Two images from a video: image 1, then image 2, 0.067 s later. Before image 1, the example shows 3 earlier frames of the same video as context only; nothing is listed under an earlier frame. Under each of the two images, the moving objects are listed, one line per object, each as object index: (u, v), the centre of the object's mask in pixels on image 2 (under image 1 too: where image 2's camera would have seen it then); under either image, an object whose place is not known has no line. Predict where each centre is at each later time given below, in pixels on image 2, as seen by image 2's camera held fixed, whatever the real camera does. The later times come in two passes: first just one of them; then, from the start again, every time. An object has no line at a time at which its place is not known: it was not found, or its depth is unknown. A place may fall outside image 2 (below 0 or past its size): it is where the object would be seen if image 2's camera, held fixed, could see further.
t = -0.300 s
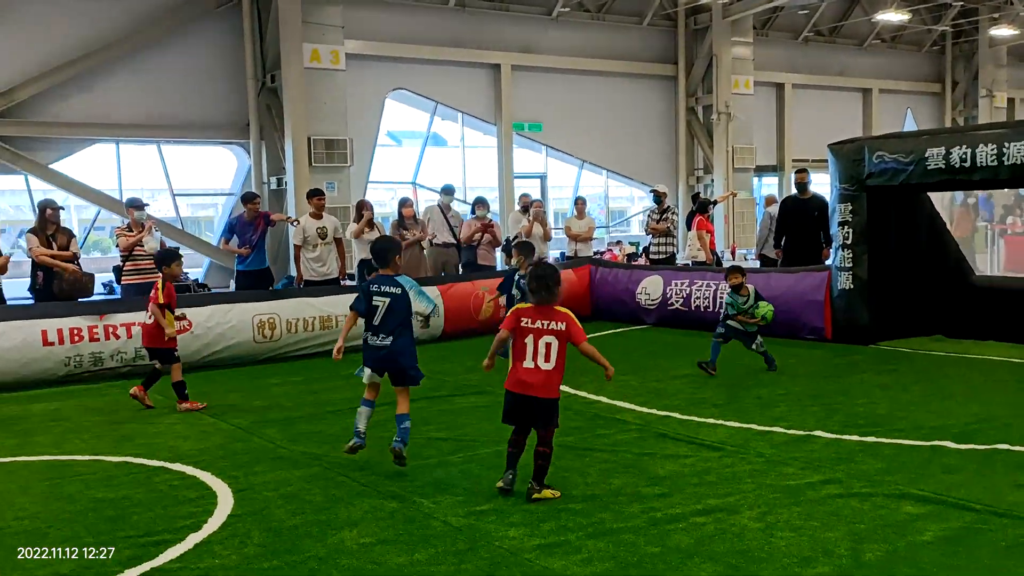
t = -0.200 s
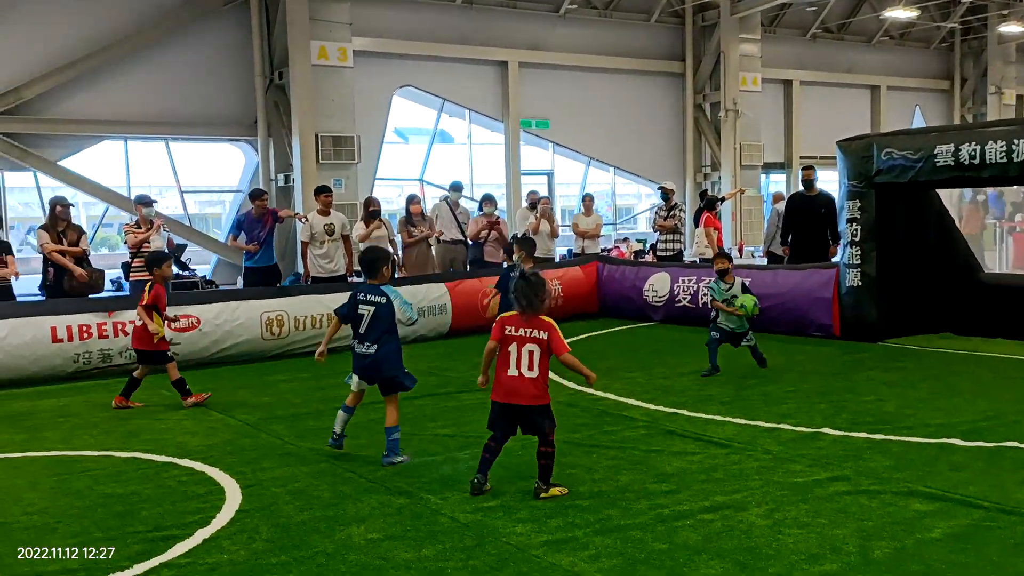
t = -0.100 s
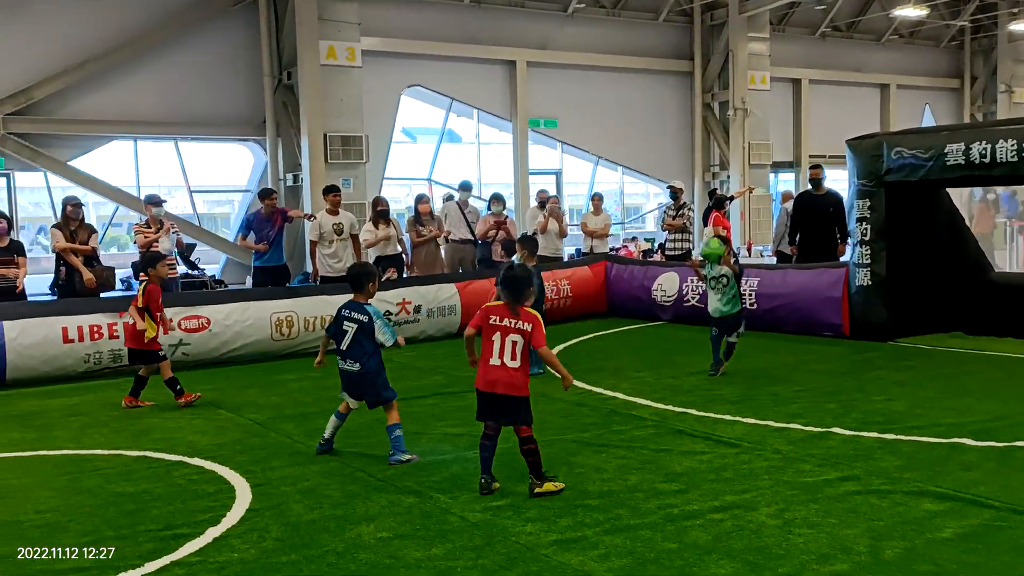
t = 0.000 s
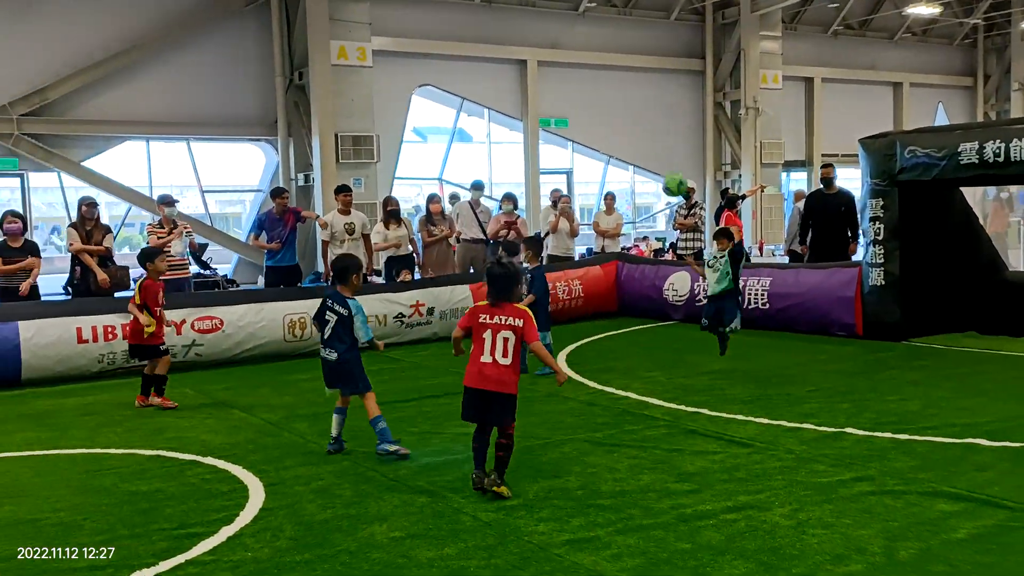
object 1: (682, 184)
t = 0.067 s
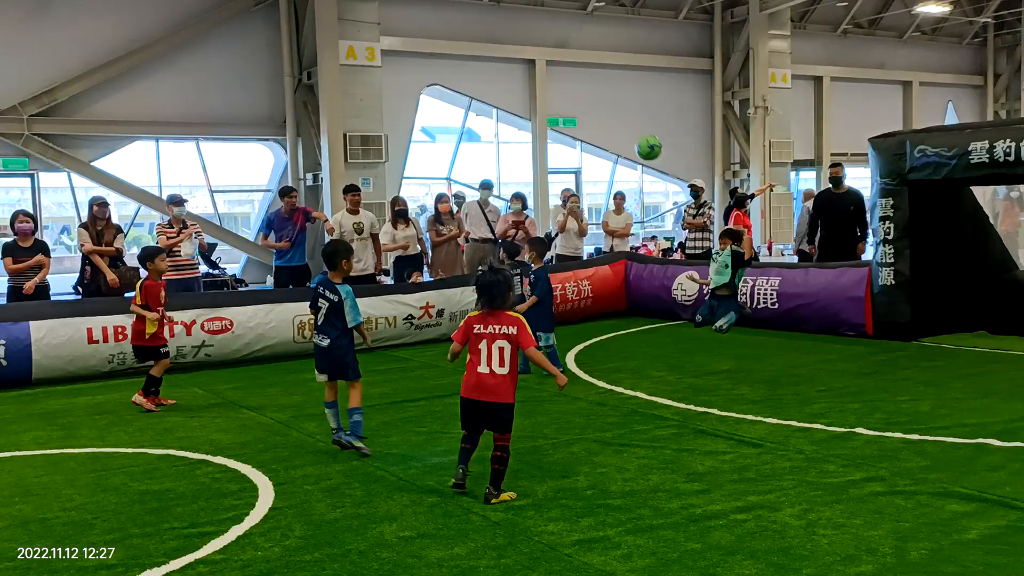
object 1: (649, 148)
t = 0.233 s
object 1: (561, 74)
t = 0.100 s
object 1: (631, 131)
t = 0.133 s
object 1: (614, 115)
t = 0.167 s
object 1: (597, 100)
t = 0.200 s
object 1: (578, 86)
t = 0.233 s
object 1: (561, 74)
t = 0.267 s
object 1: (542, 65)
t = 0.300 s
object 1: (523, 55)
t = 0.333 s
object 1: (504, 48)
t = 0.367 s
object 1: (485, 42)
